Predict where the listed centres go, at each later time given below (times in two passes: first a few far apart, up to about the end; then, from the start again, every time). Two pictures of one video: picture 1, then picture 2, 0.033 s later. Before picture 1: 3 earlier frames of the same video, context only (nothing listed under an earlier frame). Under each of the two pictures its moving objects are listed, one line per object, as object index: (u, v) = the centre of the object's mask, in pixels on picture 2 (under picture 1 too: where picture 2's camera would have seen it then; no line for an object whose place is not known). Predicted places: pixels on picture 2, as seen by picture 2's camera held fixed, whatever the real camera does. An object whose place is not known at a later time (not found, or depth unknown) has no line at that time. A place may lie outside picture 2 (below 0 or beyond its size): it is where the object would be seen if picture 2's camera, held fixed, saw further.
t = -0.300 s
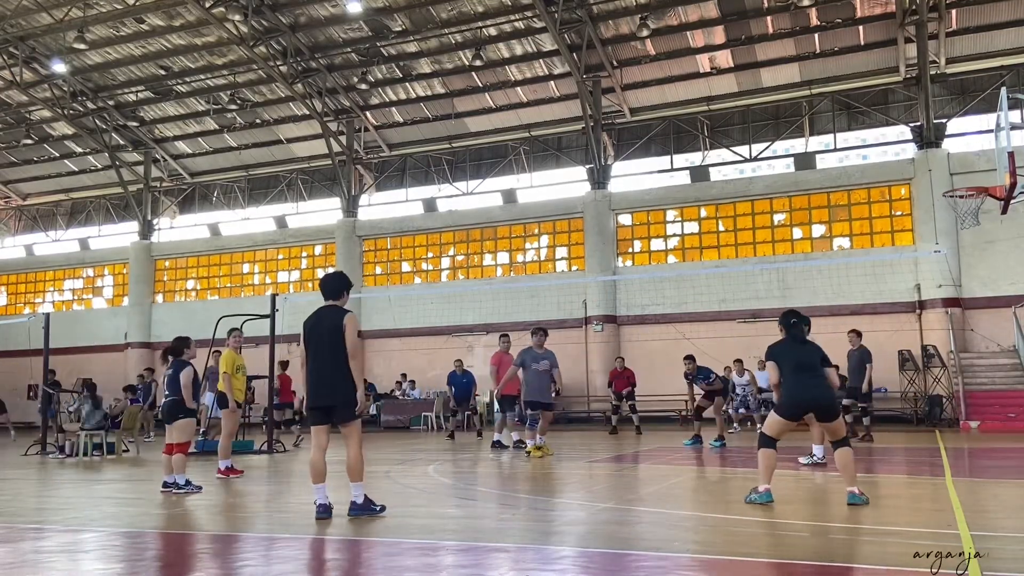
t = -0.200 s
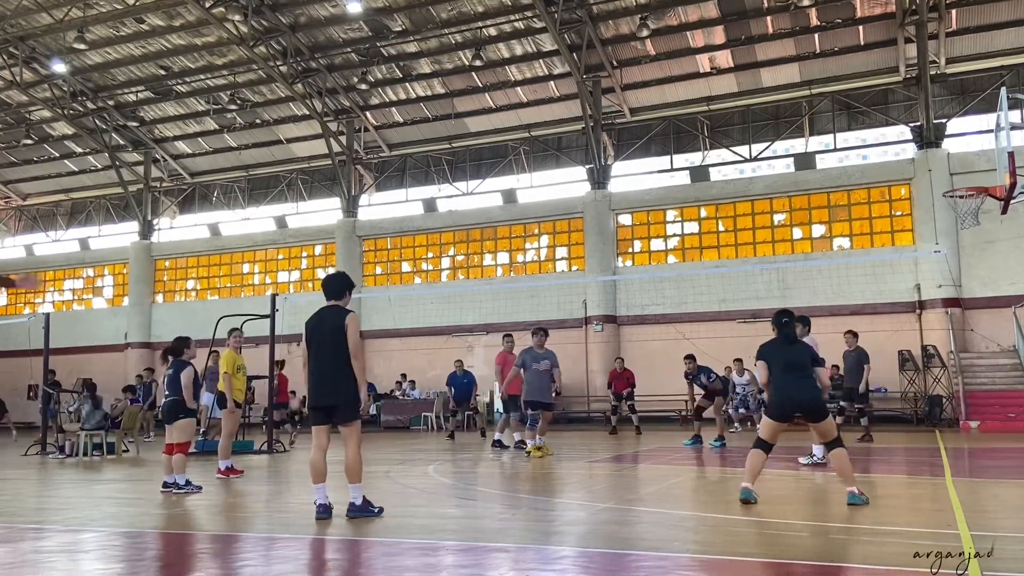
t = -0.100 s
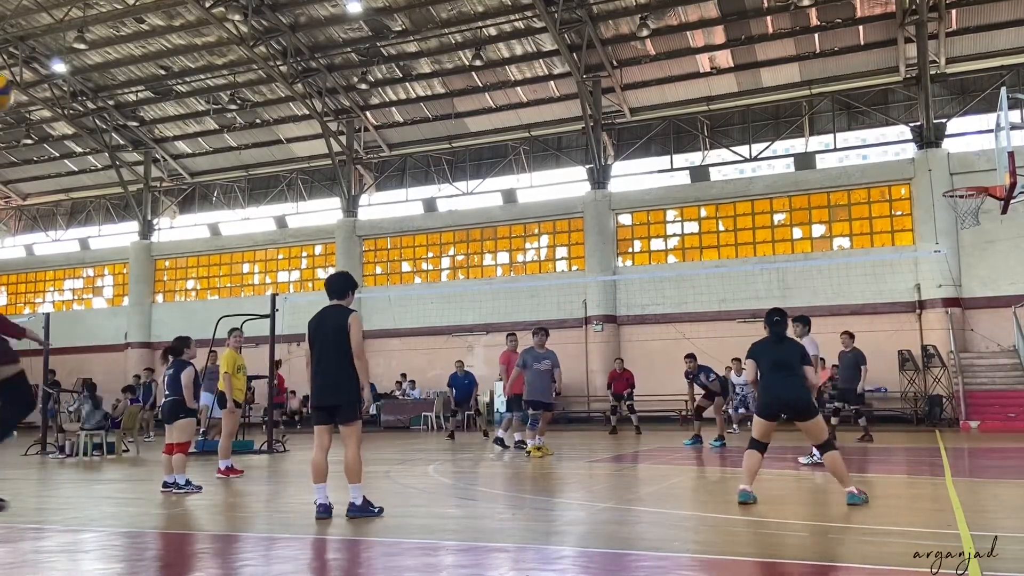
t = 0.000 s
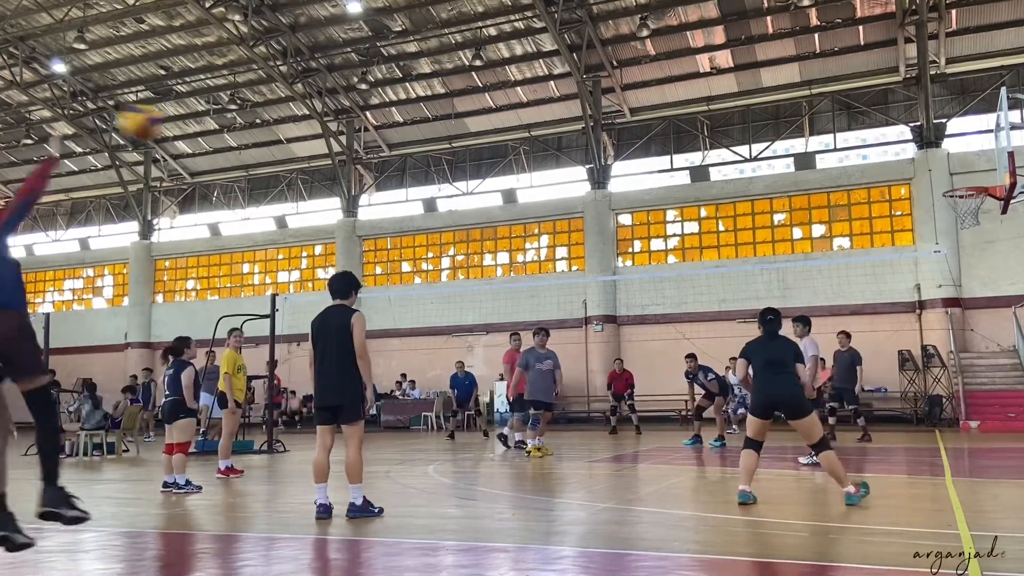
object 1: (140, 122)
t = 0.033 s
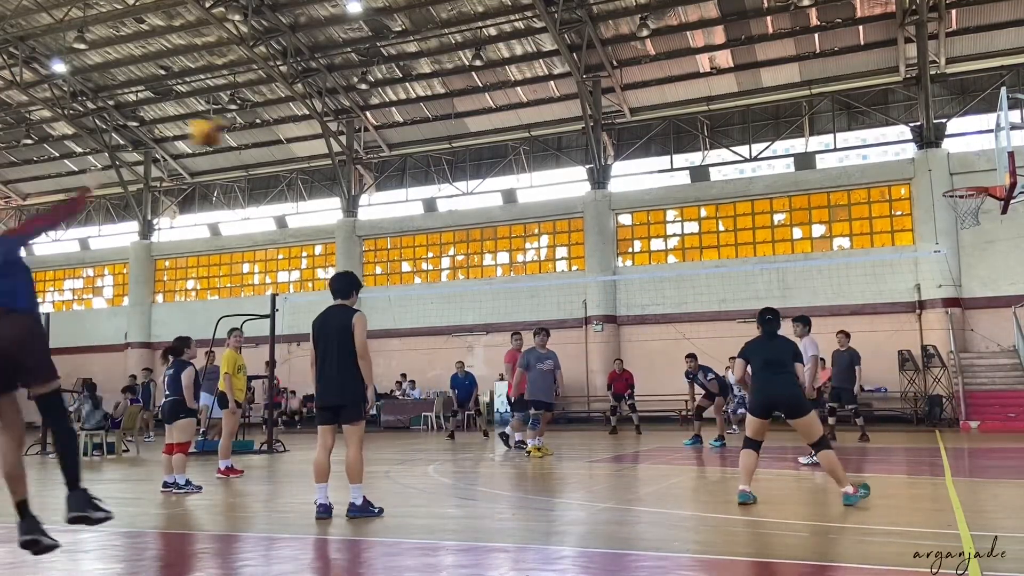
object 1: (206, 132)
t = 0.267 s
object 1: (467, 181)
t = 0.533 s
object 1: (591, 244)
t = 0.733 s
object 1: (645, 297)
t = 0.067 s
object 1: (263, 140)
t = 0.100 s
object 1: (310, 146)
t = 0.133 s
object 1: (353, 153)
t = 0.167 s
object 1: (387, 161)
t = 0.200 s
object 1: (416, 167)
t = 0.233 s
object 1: (444, 174)
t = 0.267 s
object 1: (467, 181)
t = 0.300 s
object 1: (488, 189)
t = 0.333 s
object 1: (507, 197)
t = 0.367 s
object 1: (524, 204)
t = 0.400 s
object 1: (540, 212)
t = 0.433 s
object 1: (555, 218)
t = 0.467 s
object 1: (569, 227)
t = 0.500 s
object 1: (581, 236)
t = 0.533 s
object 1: (591, 244)
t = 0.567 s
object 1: (602, 253)
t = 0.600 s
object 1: (612, 261)
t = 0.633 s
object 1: (621, 269)
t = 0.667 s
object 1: (629, 280)
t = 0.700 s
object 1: (637, 288)
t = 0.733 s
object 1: (645, 297)
